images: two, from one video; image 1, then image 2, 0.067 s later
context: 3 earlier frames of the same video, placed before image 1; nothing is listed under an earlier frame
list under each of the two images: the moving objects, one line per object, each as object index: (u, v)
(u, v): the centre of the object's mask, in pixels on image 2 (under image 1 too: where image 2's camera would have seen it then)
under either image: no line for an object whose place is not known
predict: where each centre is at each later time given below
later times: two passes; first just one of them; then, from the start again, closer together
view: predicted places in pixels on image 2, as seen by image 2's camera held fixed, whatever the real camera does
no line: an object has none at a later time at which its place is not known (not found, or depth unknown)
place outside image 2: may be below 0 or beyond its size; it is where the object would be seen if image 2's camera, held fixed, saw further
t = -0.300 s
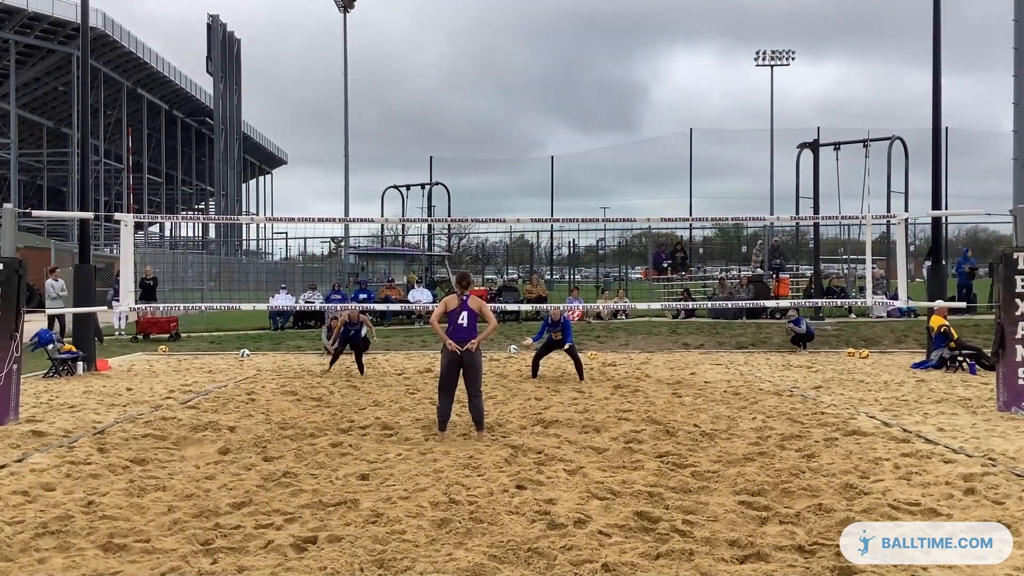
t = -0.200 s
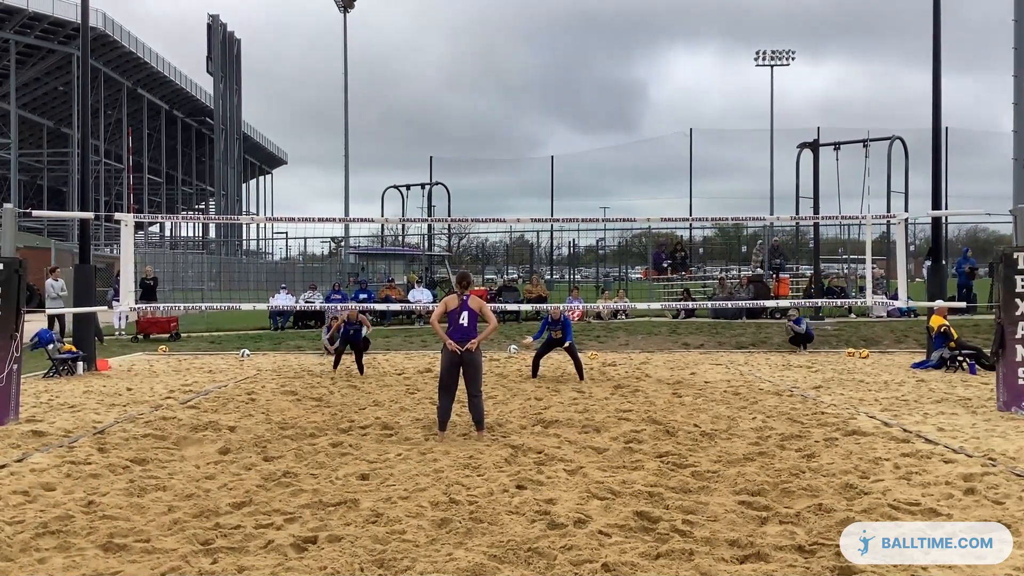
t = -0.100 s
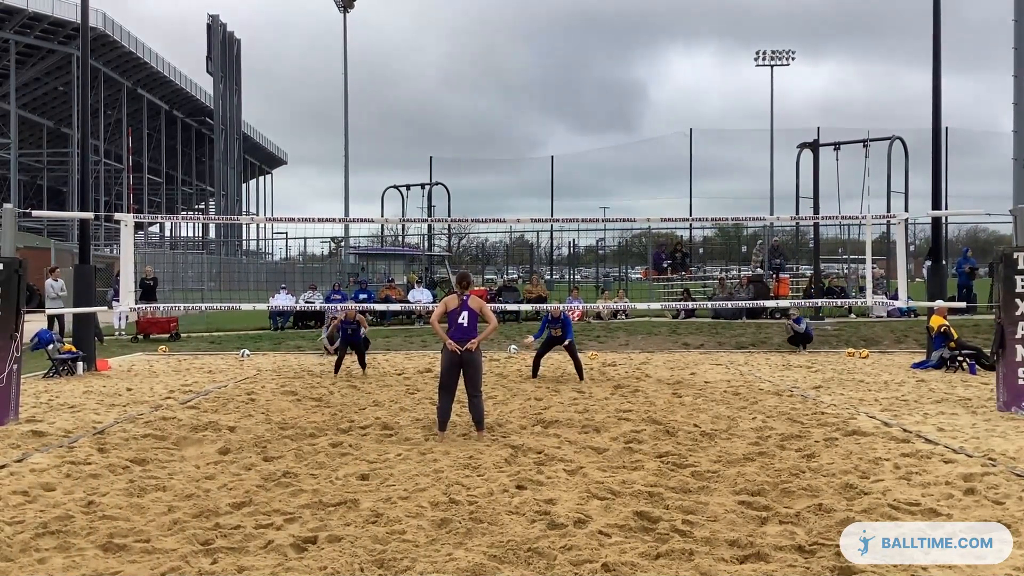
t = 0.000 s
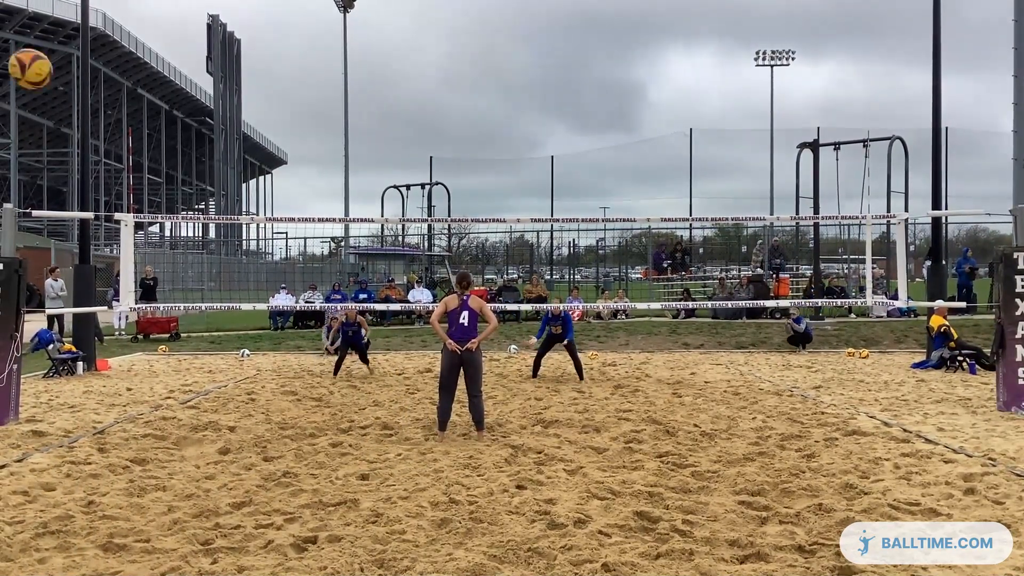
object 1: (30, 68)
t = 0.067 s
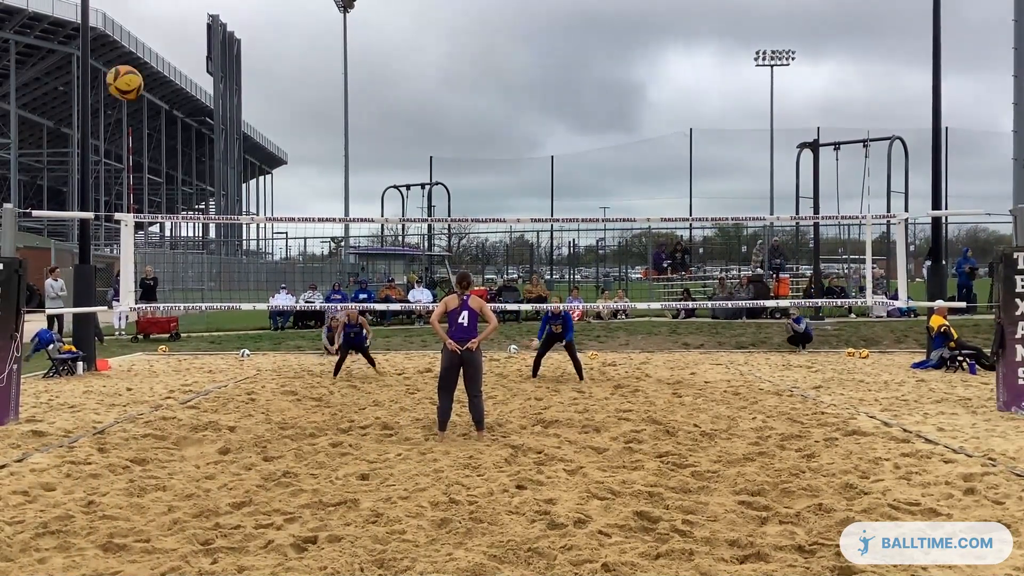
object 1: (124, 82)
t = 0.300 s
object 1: (316, 151)
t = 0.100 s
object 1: (162, 91)
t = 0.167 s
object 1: (225, 108)
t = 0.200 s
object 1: (252, 119)
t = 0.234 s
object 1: (276, 129)
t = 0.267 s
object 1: (296, 140)
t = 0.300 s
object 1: (316, 151)
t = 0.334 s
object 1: (333, 162)
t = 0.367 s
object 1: (348, 174)
